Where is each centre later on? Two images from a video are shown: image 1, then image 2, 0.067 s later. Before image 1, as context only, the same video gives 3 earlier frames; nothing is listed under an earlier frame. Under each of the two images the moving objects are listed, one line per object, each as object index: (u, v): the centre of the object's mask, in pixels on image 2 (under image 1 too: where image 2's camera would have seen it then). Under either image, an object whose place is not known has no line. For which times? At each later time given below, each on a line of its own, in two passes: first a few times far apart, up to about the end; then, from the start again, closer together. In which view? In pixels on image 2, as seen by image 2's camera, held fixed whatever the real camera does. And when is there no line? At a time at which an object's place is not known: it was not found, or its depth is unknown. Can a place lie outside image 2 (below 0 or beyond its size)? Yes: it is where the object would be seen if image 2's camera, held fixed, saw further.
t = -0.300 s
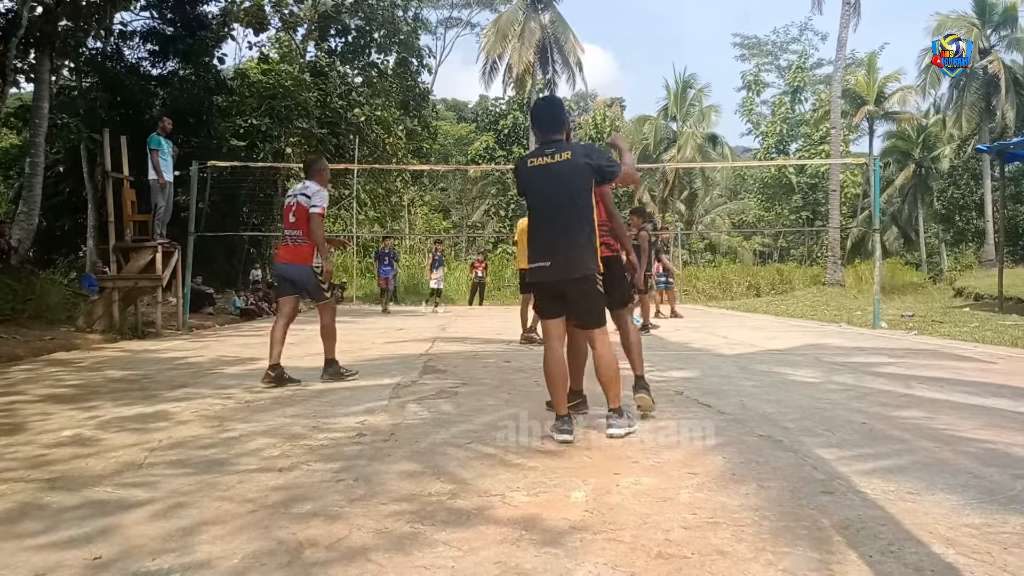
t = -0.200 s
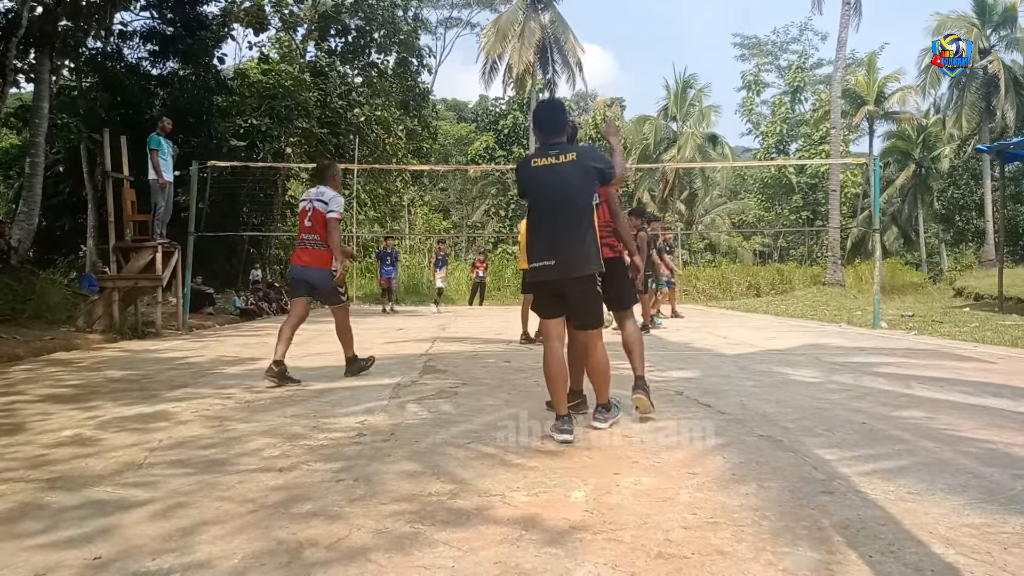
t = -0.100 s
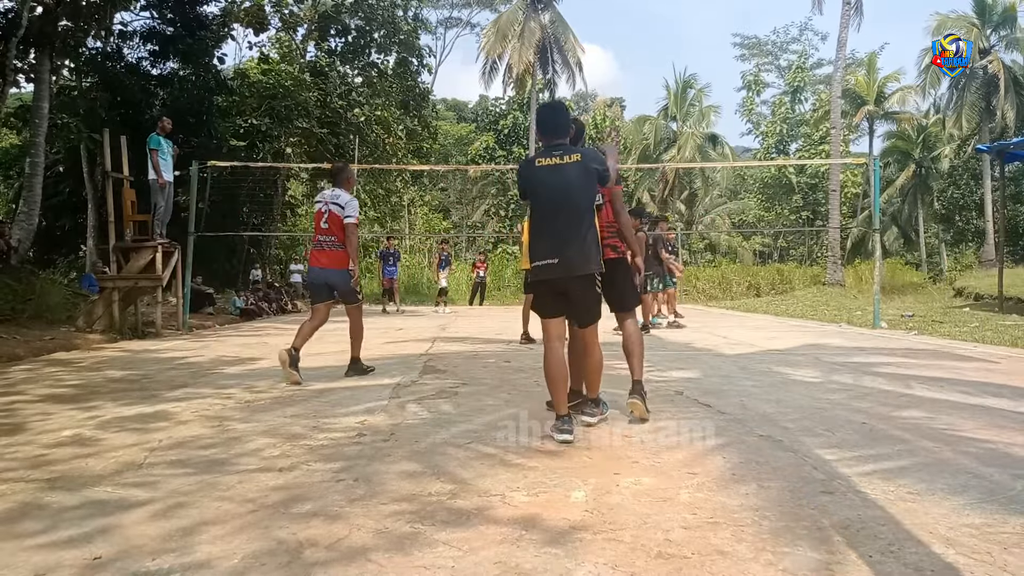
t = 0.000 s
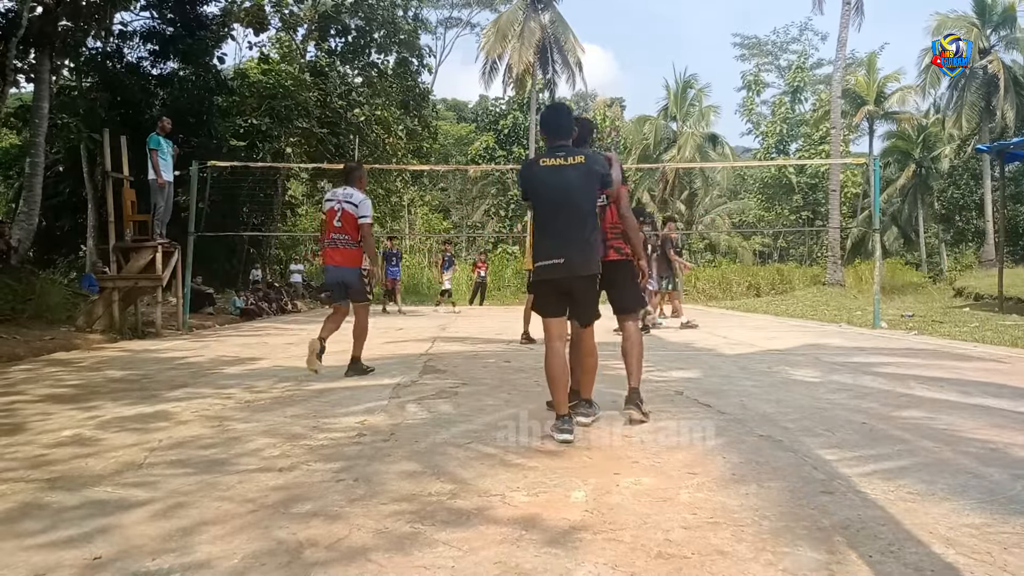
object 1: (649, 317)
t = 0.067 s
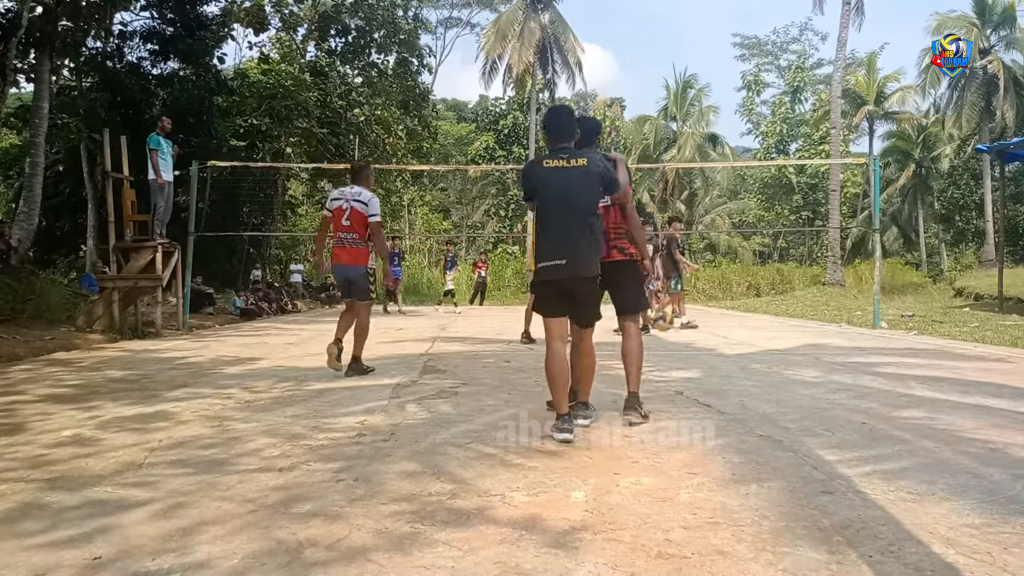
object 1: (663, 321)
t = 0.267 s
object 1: (721, 342)
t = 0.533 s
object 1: (830, 352)
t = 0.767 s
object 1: (970, 374)
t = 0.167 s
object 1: (690, 341)
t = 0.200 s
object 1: (701, 352)
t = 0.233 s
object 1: (711, 347)
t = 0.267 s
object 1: (721, 342)
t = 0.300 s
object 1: (733, 338)
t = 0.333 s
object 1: (744, 336)
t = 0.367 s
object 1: (757, 335)
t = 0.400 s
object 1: (770, 335)
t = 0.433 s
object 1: (784, 336)
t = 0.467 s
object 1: (798, 339)
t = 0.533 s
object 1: (830, 352)
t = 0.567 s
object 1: (846, 361)
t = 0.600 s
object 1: (864, 373)
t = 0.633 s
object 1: (883, 384)
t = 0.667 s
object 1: (903, 379)
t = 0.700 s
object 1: (924, 375)
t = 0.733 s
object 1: (946, 374)
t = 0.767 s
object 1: (970, 374)
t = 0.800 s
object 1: (996, 376)
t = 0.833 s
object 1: (1013, 380)
